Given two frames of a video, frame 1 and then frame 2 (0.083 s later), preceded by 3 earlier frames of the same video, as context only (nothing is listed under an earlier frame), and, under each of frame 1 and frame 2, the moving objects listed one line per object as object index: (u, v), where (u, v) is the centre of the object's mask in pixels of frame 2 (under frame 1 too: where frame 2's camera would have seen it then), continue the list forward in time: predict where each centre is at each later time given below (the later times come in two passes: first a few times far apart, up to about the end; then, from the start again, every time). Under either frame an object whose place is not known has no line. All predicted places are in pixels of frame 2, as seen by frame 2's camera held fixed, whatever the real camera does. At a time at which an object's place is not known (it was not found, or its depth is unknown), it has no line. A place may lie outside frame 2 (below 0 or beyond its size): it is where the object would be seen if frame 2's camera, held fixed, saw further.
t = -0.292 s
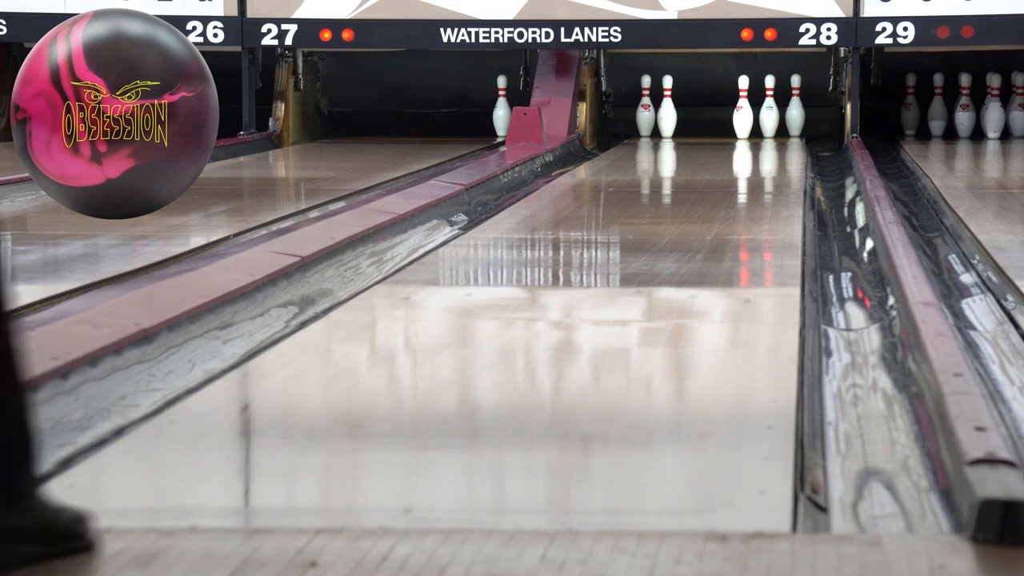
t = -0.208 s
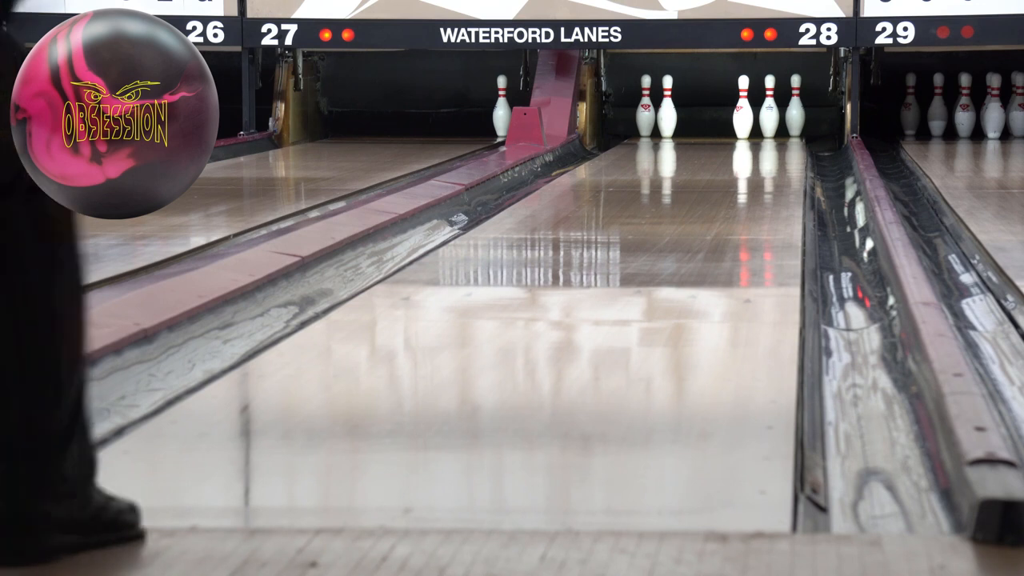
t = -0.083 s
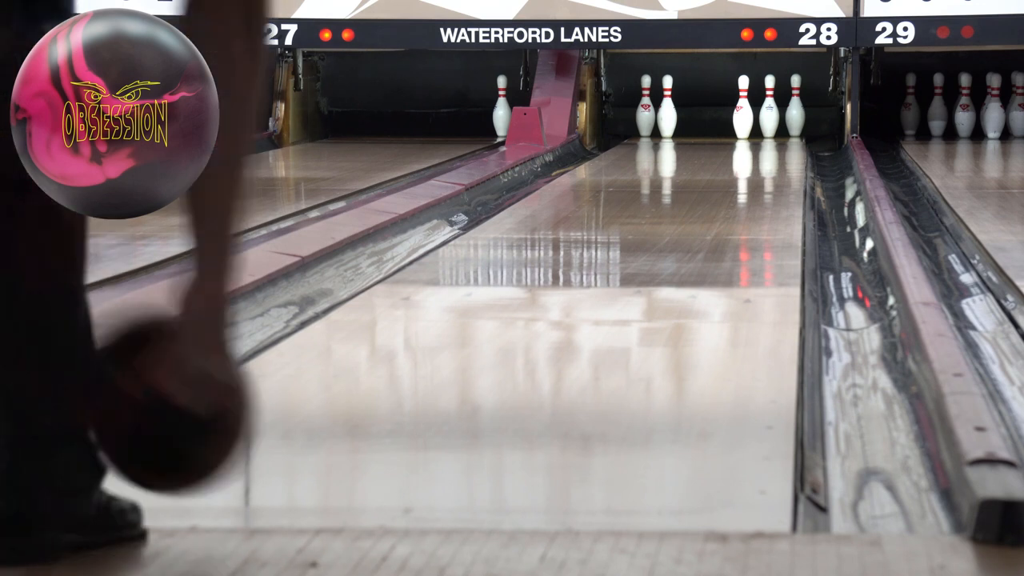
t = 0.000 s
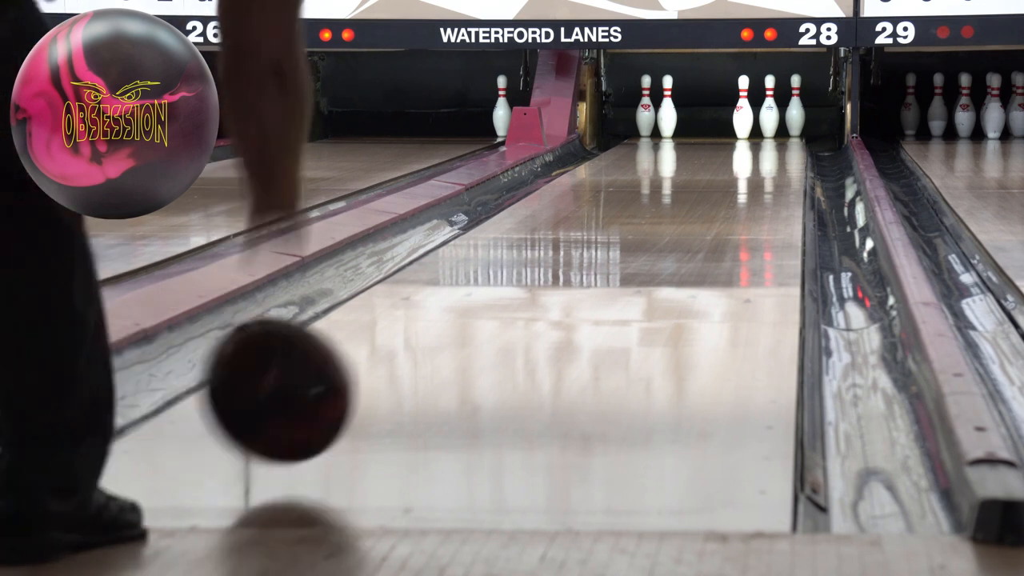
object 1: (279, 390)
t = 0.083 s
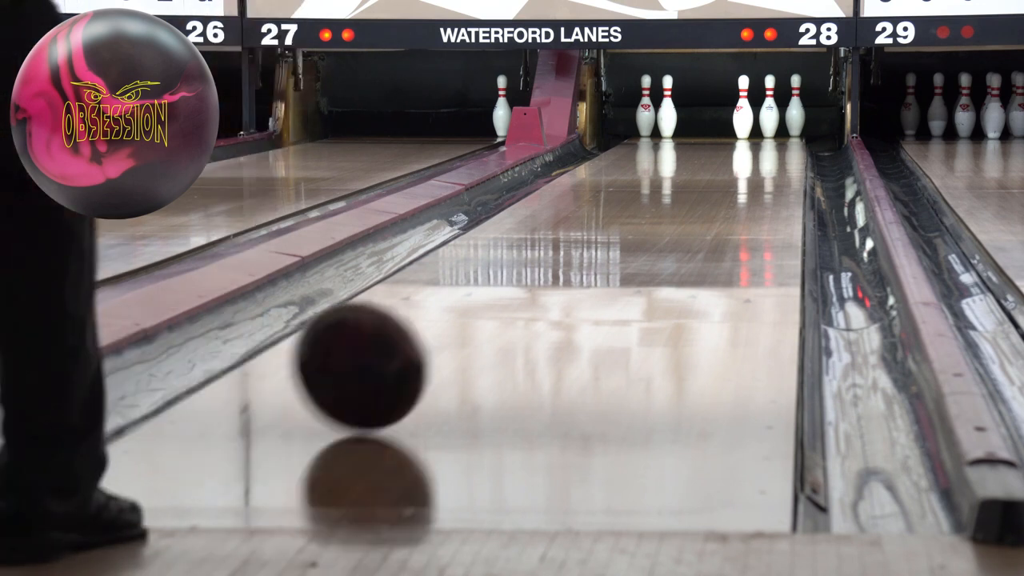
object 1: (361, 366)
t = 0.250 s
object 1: (478, 305)
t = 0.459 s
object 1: (575, 254)
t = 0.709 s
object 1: (652, 215)
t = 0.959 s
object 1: (703, 186)
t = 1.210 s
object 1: (740, 165)
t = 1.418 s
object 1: (761, 152)
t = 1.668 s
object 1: (777, 140)
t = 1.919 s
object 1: (781, 131)
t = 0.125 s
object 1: (395, 349)
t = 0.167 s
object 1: (425, 332)
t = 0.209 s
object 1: (453, 318)
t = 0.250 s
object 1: (478, 305)
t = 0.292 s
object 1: (501, 293)
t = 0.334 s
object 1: (521, 283)
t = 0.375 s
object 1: (541, 272)
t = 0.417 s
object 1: (559, 263)
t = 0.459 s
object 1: (575, 254)
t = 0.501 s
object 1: (591, 246)
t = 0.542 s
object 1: (604, 239)
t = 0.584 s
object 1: (618, 233)
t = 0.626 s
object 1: (629, 227)
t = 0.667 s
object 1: (641, 220)
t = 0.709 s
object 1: (652, 215)
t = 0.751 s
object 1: (662, 209)
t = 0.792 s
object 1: (671, 204)
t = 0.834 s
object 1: (680, 199)
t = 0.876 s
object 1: (688, 194)
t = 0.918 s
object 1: (696, 190)
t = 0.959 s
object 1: (703, 186)
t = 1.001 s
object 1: (711, 182)
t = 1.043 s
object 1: (717, 178)
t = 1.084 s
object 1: (723, 175)
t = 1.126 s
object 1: (729, 171)
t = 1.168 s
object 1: (734, 168)
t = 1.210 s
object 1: (740, 165)
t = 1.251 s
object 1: (745, 162)
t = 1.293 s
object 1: (749, 160)
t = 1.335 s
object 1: (754, 157)
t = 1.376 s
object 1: (757, 154)
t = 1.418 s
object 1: (761, 152)
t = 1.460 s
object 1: (764, 150)
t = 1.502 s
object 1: (768, 148)
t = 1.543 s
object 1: (770, 146)
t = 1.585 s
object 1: (772, 144)
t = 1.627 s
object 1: (775, 142)
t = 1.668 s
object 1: (777, 140)
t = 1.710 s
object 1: (778, 139)
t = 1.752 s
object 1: (779, 137)
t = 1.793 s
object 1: (780, 136)
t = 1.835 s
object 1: (780, 134)
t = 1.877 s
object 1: (780, 133)
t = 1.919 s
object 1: (781, 131)
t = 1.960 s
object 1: (780, 130)
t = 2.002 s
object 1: (780, 129)
